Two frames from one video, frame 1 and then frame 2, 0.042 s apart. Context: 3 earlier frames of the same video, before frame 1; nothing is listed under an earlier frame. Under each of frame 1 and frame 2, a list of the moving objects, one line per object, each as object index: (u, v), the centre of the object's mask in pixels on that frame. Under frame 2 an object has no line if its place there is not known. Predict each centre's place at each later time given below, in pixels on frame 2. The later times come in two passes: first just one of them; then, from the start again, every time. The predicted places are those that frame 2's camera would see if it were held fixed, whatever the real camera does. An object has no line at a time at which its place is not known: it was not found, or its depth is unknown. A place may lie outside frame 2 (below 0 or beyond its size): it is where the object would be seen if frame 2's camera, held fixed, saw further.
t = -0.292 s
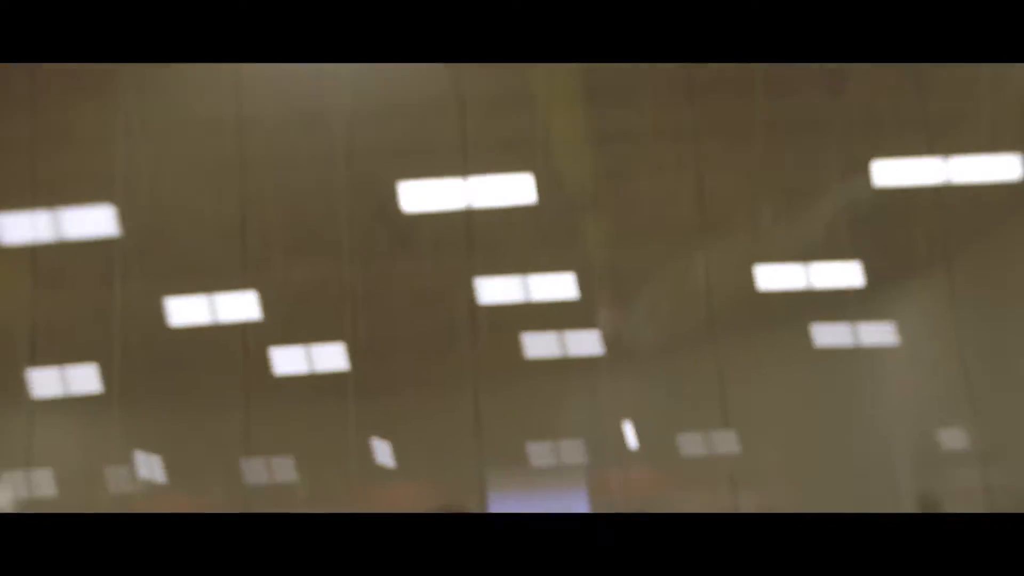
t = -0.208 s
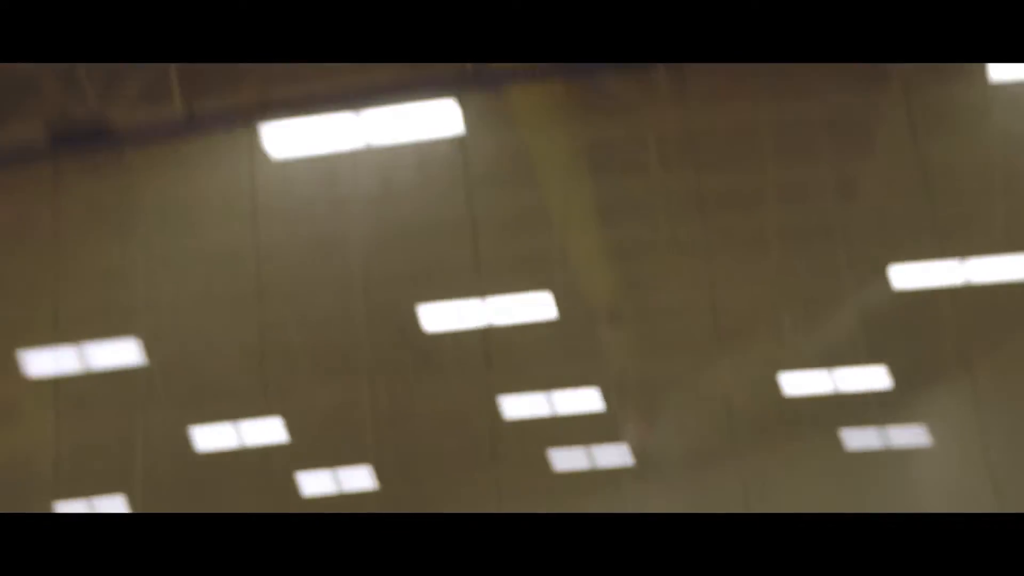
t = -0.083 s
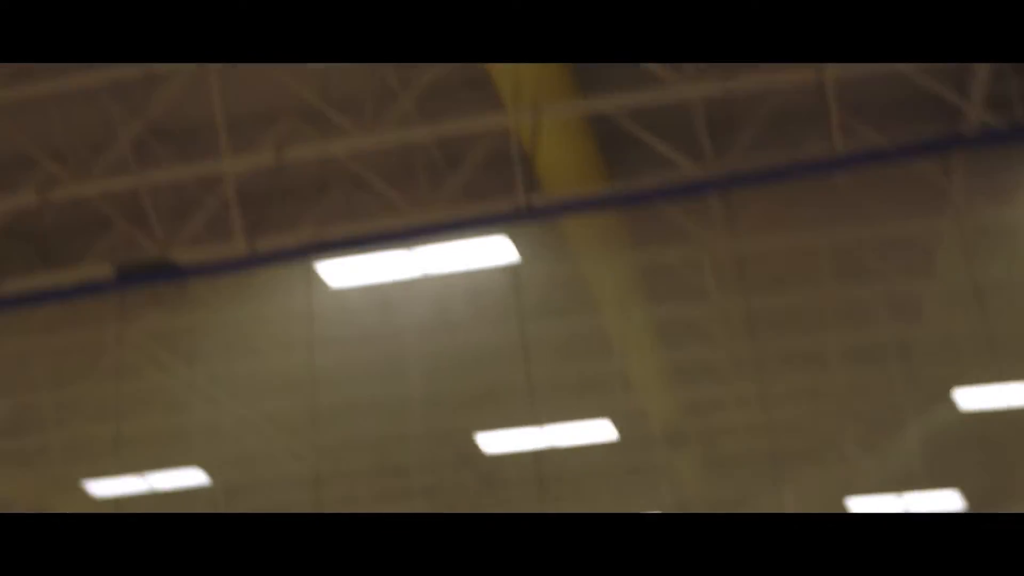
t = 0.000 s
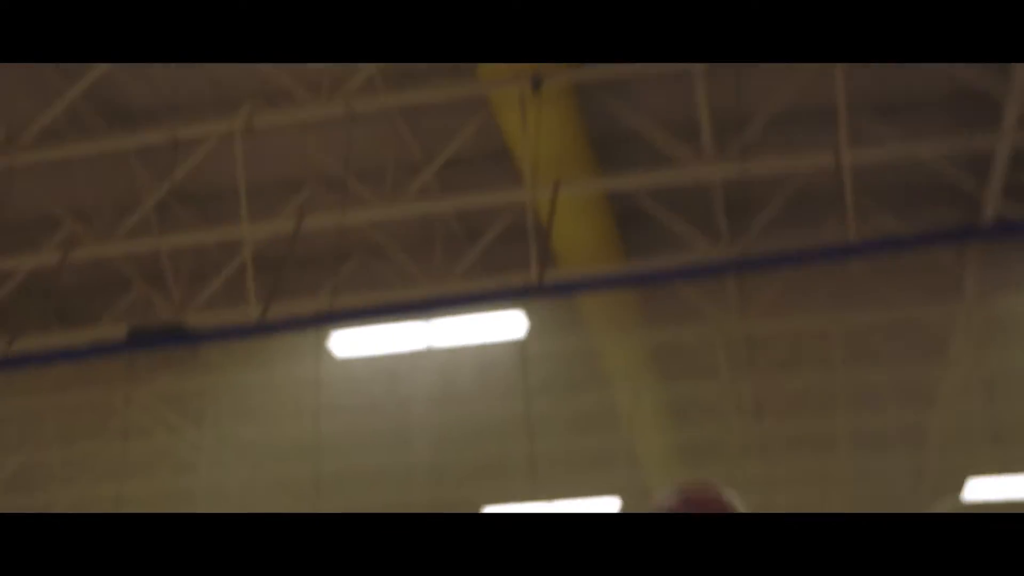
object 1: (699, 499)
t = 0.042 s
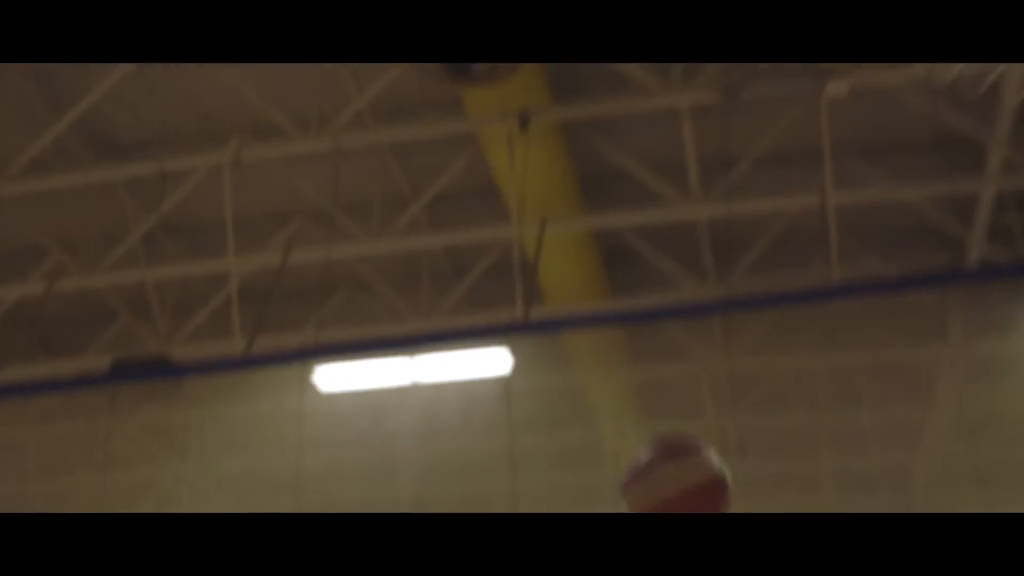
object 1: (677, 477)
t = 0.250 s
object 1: (651, 162)
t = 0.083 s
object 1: (673, 413)
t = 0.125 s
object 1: (665, 338)
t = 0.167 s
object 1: (659, 273)
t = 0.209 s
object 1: (655, 217)
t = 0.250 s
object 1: (651, 162)
